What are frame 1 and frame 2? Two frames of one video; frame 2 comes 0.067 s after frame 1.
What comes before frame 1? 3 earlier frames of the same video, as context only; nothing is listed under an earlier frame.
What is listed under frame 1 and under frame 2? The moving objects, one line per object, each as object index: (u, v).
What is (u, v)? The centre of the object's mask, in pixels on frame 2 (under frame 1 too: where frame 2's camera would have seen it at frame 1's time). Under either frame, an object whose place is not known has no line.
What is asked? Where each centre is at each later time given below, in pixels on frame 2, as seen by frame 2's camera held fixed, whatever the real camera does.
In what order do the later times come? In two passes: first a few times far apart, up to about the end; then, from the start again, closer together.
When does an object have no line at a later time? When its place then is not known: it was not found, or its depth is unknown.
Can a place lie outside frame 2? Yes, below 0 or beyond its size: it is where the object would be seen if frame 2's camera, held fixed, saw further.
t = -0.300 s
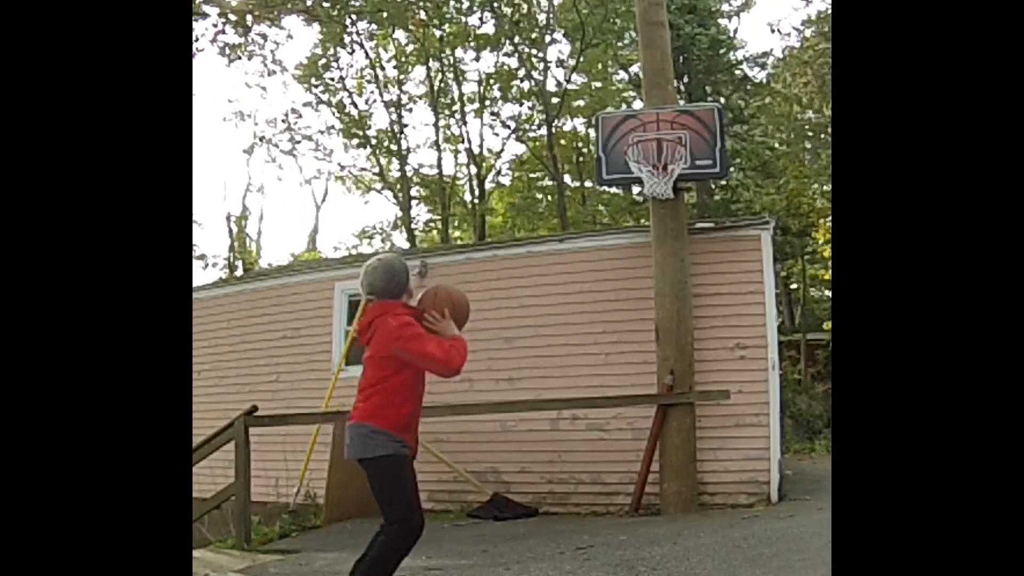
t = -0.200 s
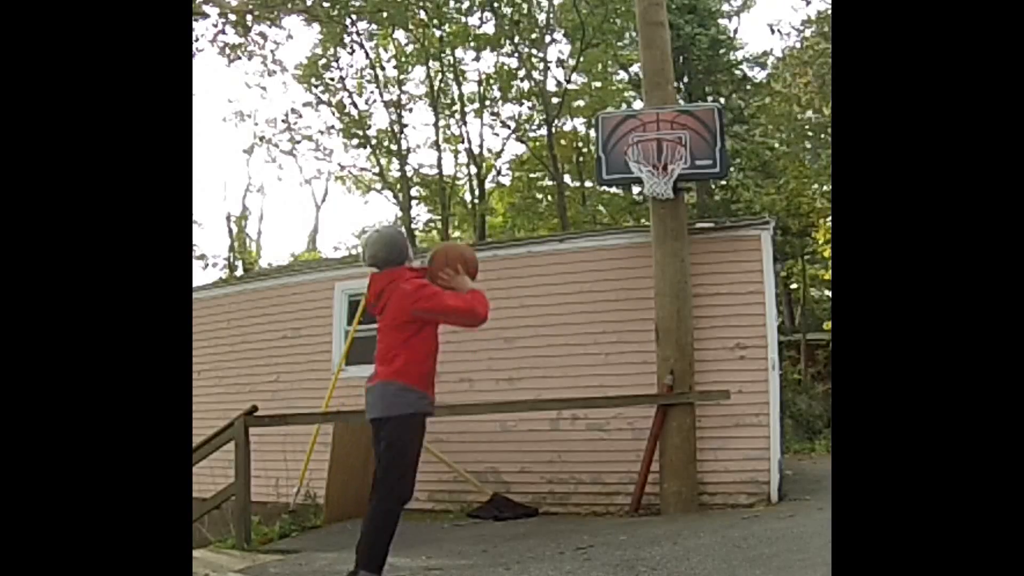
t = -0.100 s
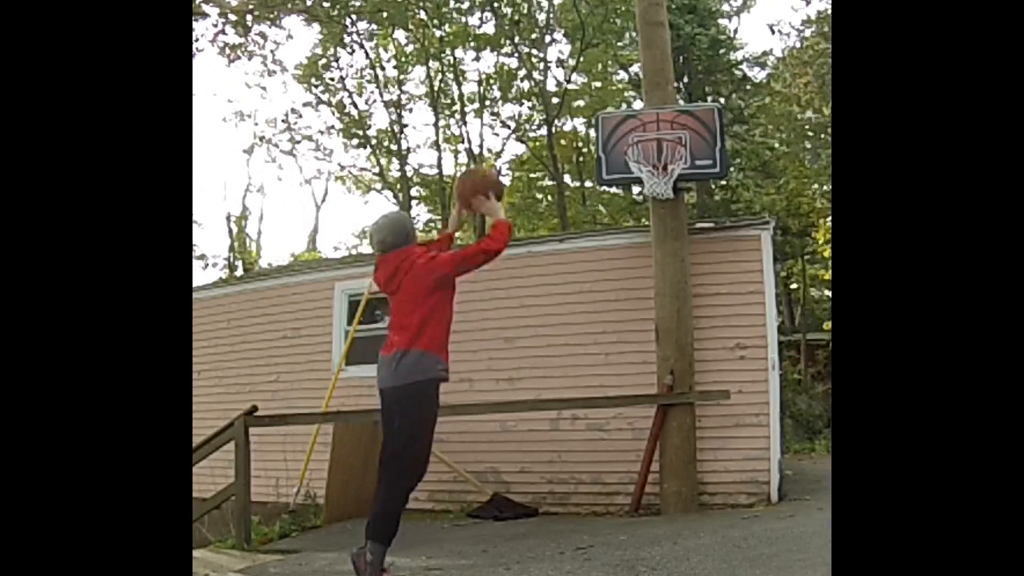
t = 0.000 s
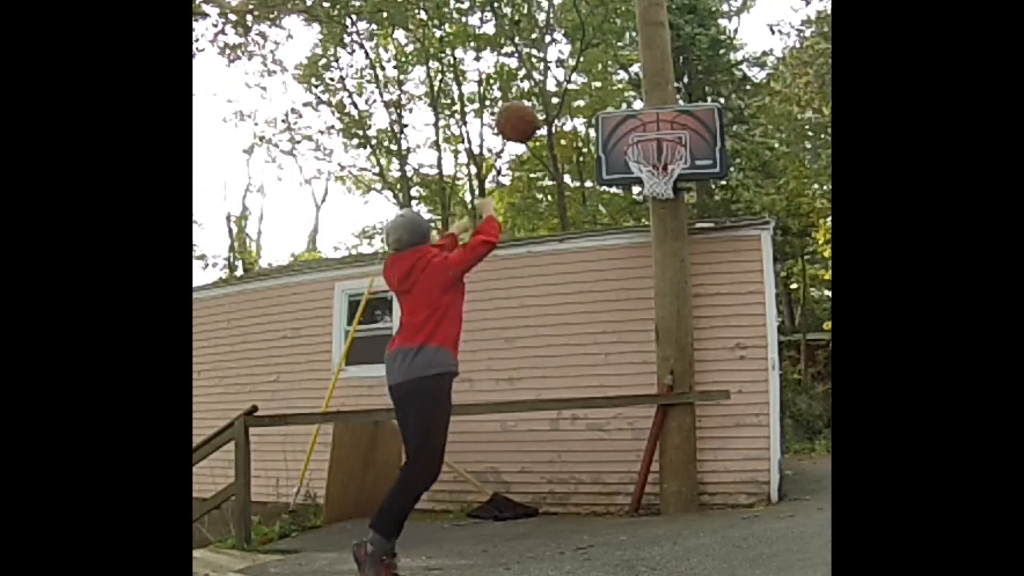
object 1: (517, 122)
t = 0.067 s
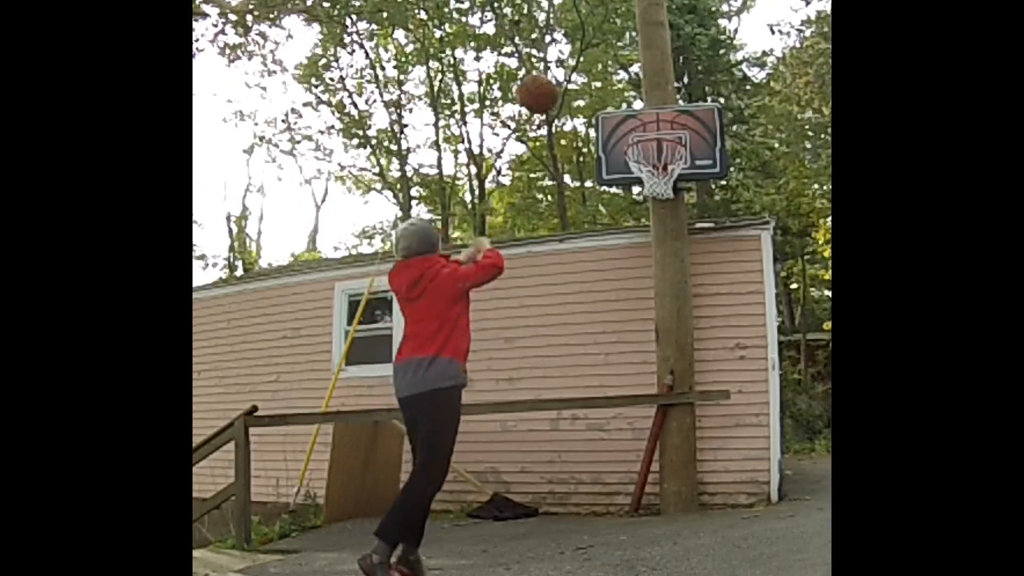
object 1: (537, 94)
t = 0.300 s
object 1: (595, 61)
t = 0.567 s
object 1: (643, 105)
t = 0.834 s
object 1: (663, 153)
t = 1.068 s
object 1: (648, 245)
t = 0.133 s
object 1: (556, 77)
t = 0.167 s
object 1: (564, 69)
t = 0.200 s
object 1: (573, 65)
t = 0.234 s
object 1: (580, 63)
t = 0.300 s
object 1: (595, 61)
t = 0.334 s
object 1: (600, 63)
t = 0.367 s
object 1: (606, 66)
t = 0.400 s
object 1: (613, 70)
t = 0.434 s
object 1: (619, 74)
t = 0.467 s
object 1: (626, 81)
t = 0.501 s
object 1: (631, 88)
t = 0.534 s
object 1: (637, 96)
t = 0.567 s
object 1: (643, 105)
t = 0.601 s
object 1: (648, 116)
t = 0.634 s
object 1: (653, 126)
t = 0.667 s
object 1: (655, 128)
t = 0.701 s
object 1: (657, 129)
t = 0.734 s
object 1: (657, 130)
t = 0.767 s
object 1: (659, 132)
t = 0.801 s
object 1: (658, 144)
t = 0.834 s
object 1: (663, 153)
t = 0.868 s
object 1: (659, 161)
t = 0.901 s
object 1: (656, 168)
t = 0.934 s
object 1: (655, 194)
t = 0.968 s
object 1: (653, 200)
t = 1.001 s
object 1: (651, 212)
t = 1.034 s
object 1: (650, 229)
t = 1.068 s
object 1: (648, 245)
